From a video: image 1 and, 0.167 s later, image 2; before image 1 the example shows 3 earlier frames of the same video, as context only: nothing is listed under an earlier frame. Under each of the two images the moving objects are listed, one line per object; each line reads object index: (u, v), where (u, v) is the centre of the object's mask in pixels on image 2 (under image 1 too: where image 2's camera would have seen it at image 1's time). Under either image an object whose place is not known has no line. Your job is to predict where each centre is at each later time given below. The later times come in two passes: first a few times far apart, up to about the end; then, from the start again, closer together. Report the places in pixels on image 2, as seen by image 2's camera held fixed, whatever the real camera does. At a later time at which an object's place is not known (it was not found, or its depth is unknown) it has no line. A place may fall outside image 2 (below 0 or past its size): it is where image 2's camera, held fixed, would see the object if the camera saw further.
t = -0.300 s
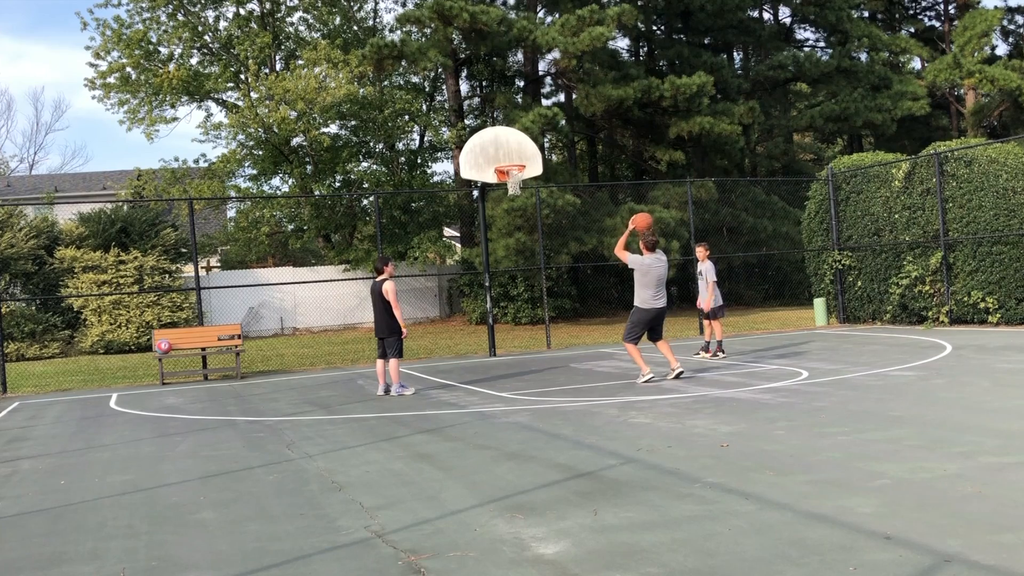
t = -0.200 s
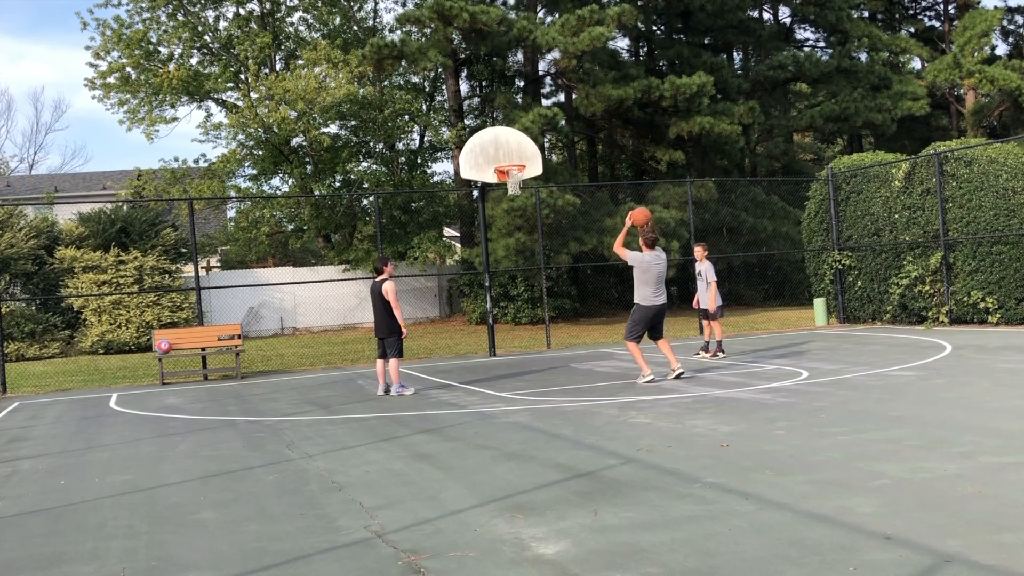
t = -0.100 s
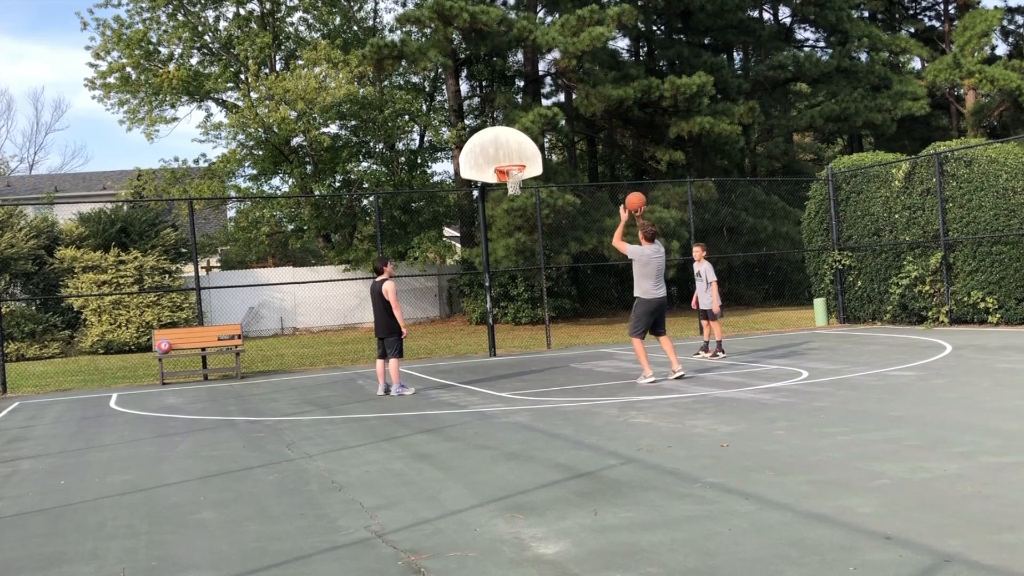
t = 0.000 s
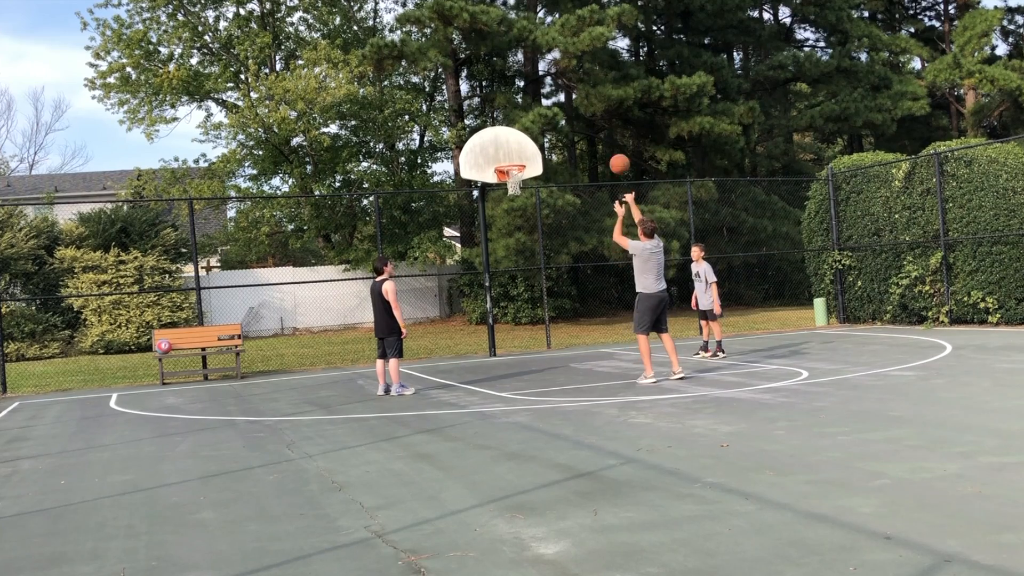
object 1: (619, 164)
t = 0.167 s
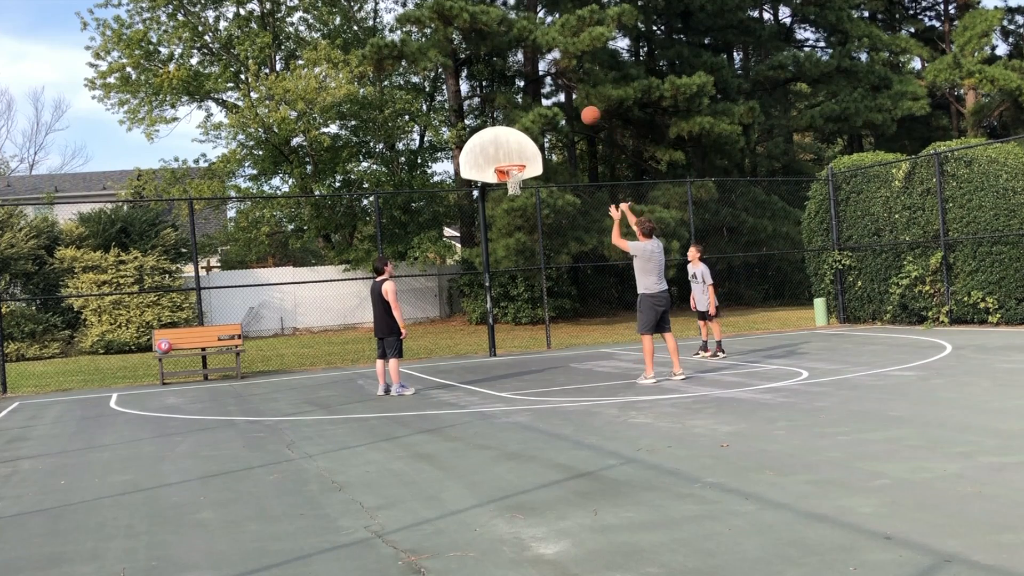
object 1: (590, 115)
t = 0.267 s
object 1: (575, 98)
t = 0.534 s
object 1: (541, 89)
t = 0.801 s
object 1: (516, 127)
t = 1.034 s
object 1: (500, 143)
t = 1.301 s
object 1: (493, 130)
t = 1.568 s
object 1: (497, 147)
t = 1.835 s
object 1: (503, 138)
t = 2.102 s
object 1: (513, 147)
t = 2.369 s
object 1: (504, 172)
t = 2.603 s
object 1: (515, 178)
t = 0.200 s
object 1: (585, 108)
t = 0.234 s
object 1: (580, 103)
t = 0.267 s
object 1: (575, 98)
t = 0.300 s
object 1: (570, 92)
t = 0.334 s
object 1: (566, 90)
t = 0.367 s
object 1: (562, 88)
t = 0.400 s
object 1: (557, 87)
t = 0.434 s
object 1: (553, 86)
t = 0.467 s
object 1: (549, 86)
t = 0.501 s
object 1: (545, 87)
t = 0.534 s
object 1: (541, 89)
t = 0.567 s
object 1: (537, 91)
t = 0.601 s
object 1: (534, 94)
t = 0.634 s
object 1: (531, 98)
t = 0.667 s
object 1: (527, 103)
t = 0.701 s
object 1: (524, 108)
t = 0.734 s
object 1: (521, 114)
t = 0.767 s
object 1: (518, 120)
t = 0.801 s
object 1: (516, 127)
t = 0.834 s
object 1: (513, 135)
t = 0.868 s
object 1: (510, 143)
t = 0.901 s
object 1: (507, 152)
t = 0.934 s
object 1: (505, 157)
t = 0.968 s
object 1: (504, 152)
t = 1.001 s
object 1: (502, 147)
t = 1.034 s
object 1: (500, 143)
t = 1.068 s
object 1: (499, 140)
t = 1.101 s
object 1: (497, 137)
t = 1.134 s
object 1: (496, 135)
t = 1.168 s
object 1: (495, 133)
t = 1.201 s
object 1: (493, 133)
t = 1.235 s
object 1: (492, 133)
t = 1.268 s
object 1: (492, 131)
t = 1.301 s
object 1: (493, 130)
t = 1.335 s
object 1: (493, 130)
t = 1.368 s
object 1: (493, 130)
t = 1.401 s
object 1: (494, 131)
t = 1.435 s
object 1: (494, 133)
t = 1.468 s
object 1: (495, 135)
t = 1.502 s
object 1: (496, 139)
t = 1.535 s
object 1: (496, 143)
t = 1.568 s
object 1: (497, 147)
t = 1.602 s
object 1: (497, 153)
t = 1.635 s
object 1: (498, 158)
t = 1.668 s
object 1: (499, 155)
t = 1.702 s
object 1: (500, 150)
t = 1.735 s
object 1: (501, 146)
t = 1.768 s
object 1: (501, 143)
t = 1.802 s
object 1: (502, 140)
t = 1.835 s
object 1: (503, 138)
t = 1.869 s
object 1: (504, 137)
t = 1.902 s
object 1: (506, 136)
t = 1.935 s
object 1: (507, 136)
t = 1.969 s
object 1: (508, 137)
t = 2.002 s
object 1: (509, 138)
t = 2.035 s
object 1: (510, 140)
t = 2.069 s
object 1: (512, 143)
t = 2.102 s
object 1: (513, 147)
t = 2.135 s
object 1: (515, 151)
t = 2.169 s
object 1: (516, 156)
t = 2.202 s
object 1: (518, 161)
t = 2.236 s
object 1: (516, 162)
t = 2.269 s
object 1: (512, 161)
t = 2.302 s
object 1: (508, 163)
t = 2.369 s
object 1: (504, 172)
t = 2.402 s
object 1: (505, 174)
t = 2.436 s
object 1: (508, 175)
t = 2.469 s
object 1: (509, 176)
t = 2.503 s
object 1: (510, 176)
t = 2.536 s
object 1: (510, 176)
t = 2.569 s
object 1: (514, 178)
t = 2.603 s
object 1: (515, 178)
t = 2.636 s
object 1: (516, 179)
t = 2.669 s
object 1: (517, 179)
